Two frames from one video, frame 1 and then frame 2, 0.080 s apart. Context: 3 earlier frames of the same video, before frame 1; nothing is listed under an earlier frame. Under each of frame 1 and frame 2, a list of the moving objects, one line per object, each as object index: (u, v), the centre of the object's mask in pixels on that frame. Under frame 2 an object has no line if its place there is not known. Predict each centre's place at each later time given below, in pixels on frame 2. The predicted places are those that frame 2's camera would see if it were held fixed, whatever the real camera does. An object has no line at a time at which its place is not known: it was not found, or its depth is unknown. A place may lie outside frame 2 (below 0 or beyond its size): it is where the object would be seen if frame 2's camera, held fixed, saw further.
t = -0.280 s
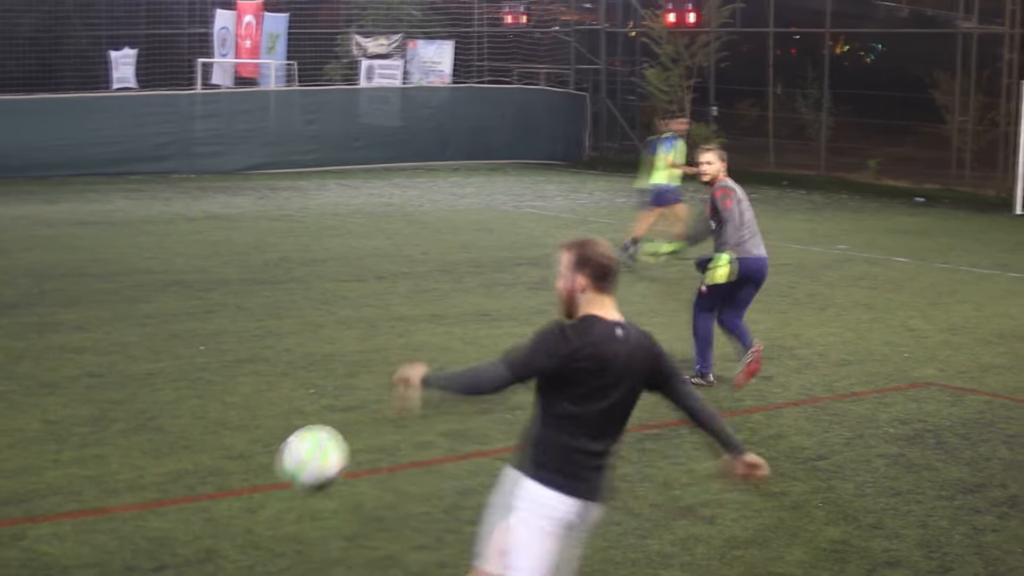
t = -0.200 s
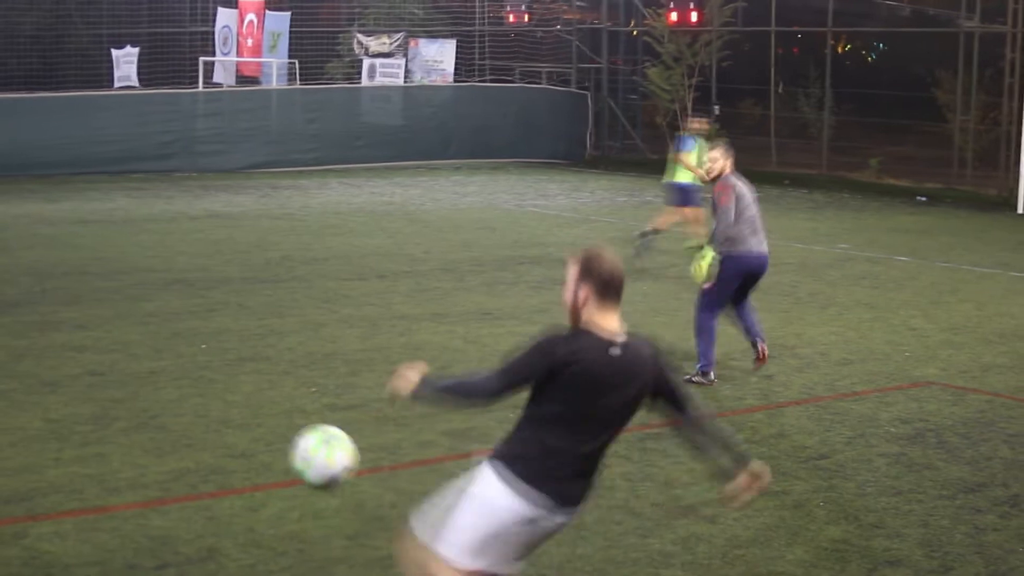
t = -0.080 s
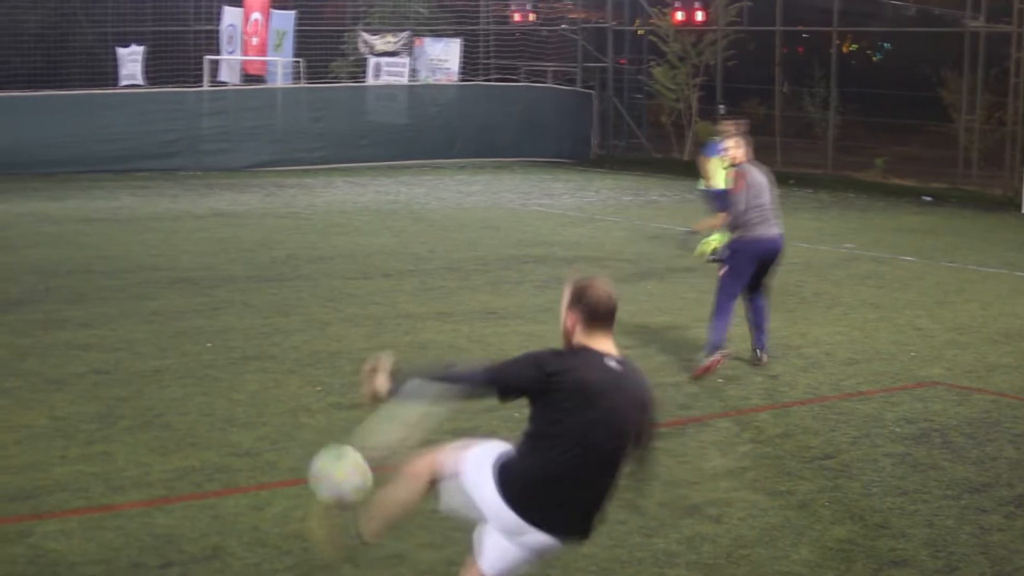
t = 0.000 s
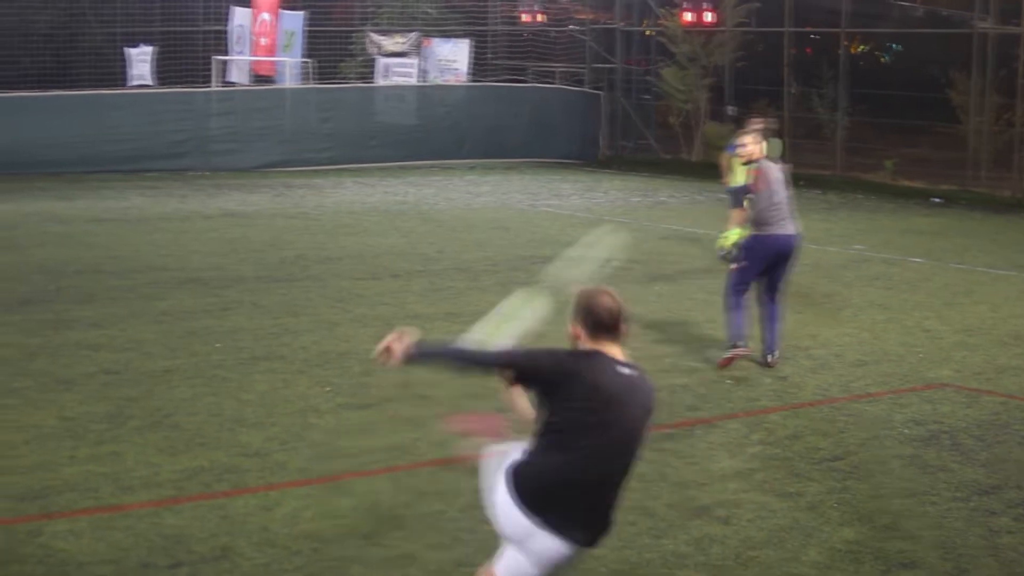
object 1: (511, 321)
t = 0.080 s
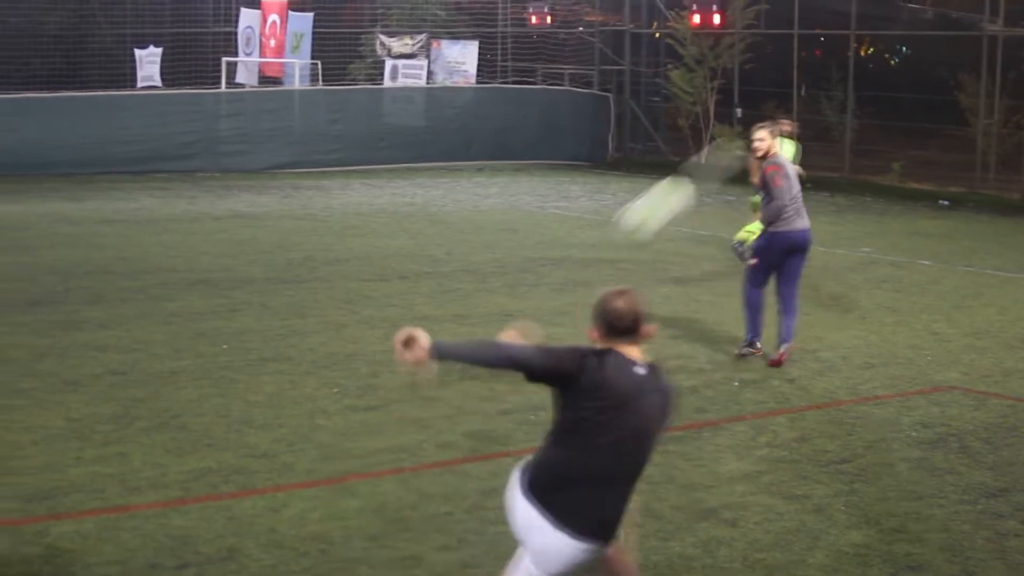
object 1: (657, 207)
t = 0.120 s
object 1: (716, 163)
